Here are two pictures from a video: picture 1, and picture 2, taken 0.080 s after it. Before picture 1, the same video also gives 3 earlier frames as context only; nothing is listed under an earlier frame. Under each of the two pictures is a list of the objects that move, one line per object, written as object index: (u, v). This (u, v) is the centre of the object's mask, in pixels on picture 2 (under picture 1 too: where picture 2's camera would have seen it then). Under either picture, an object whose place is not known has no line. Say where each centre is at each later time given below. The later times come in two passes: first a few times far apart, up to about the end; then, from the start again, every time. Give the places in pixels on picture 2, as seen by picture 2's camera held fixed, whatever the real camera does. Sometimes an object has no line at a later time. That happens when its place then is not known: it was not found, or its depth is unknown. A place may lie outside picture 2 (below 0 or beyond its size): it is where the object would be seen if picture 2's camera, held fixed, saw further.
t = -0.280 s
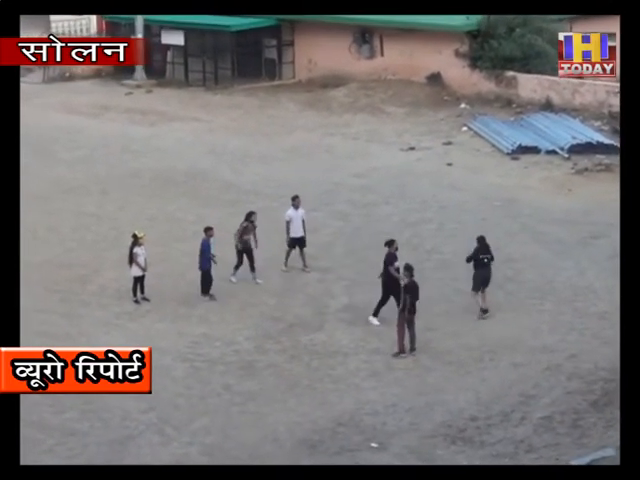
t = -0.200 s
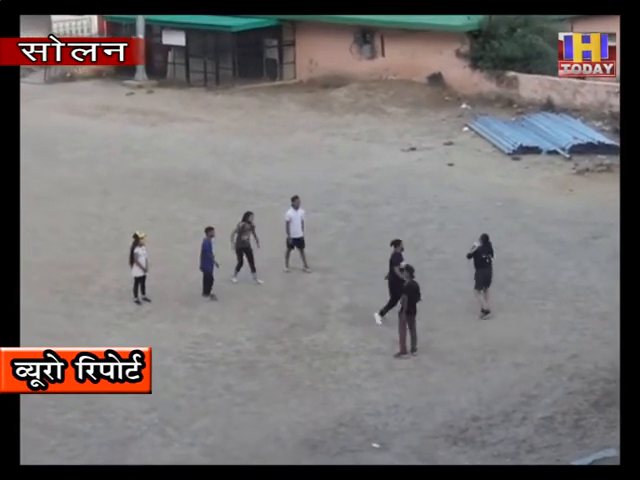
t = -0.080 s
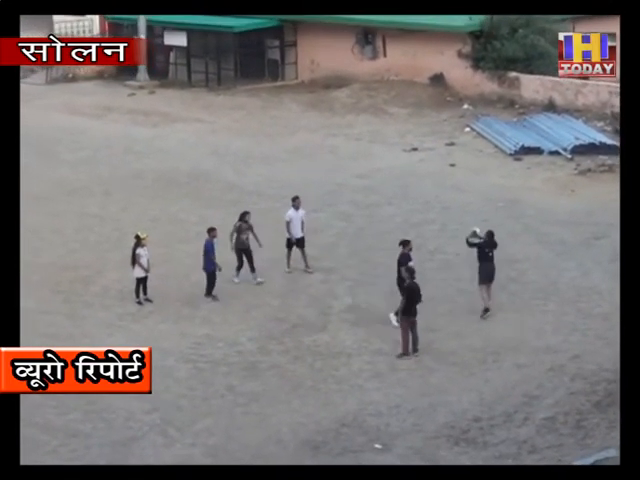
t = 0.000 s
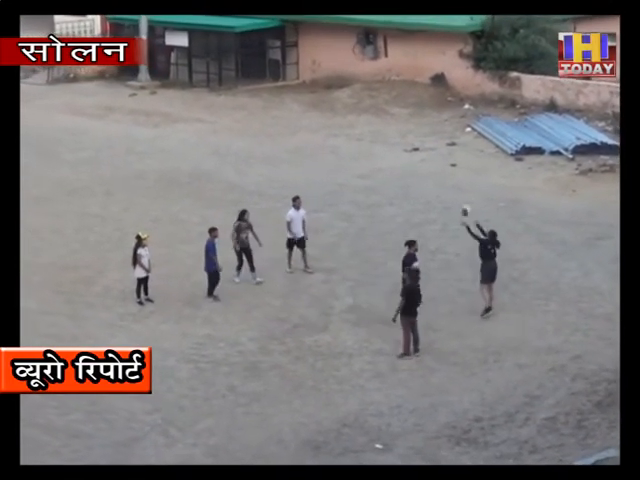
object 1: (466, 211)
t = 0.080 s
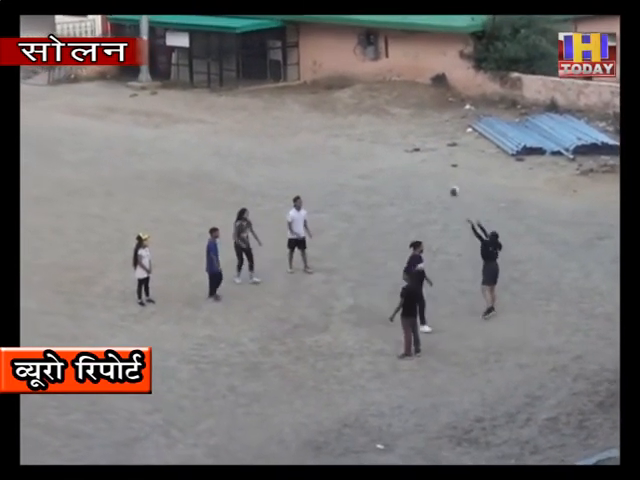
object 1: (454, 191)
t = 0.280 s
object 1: (424, 153)
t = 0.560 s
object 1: (386, 138)
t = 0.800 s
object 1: (355, 153)
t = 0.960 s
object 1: (337, 178)
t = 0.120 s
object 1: (448, 182)
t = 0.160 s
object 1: (442, 174)
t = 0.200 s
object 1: (436, 167)
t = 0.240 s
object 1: (430, 160)
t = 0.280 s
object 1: (424, 153)
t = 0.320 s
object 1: (418, 149)
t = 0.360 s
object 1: (413, 145)
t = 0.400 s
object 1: (408, 142)
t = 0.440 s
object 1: (402, 140)
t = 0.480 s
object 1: (396, 138)
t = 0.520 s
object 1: (392, 137)
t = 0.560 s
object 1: (386, 138)
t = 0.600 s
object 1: (381, 138)
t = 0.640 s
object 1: (376, 139)
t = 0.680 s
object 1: (370, 142)
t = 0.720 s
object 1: (365, 145)
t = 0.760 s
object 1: (360, 148)
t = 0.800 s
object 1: (355, 153)
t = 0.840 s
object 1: (351, 158)
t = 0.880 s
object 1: (346, 164)
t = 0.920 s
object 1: (341, 171)
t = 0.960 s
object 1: (337, 178)
